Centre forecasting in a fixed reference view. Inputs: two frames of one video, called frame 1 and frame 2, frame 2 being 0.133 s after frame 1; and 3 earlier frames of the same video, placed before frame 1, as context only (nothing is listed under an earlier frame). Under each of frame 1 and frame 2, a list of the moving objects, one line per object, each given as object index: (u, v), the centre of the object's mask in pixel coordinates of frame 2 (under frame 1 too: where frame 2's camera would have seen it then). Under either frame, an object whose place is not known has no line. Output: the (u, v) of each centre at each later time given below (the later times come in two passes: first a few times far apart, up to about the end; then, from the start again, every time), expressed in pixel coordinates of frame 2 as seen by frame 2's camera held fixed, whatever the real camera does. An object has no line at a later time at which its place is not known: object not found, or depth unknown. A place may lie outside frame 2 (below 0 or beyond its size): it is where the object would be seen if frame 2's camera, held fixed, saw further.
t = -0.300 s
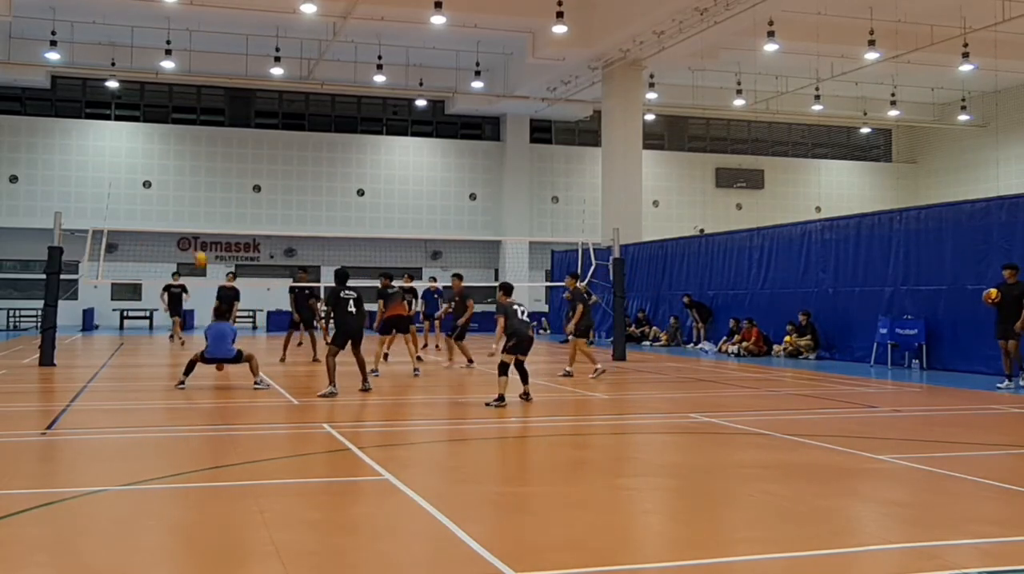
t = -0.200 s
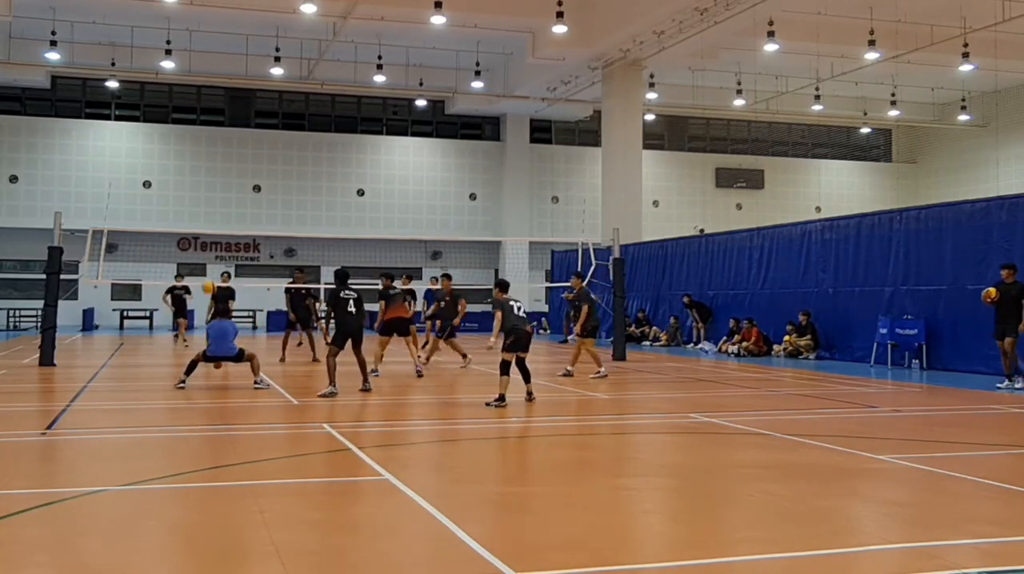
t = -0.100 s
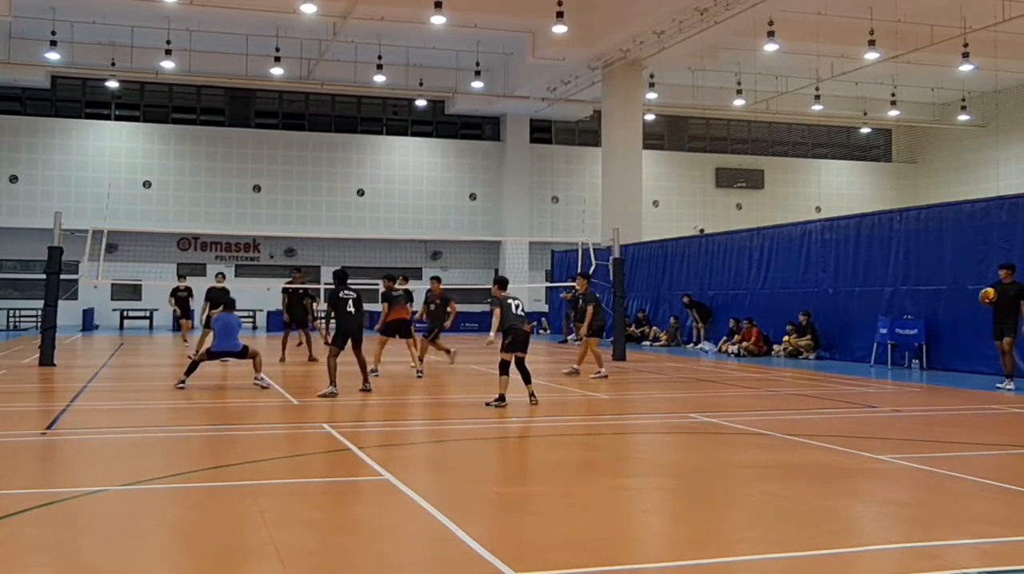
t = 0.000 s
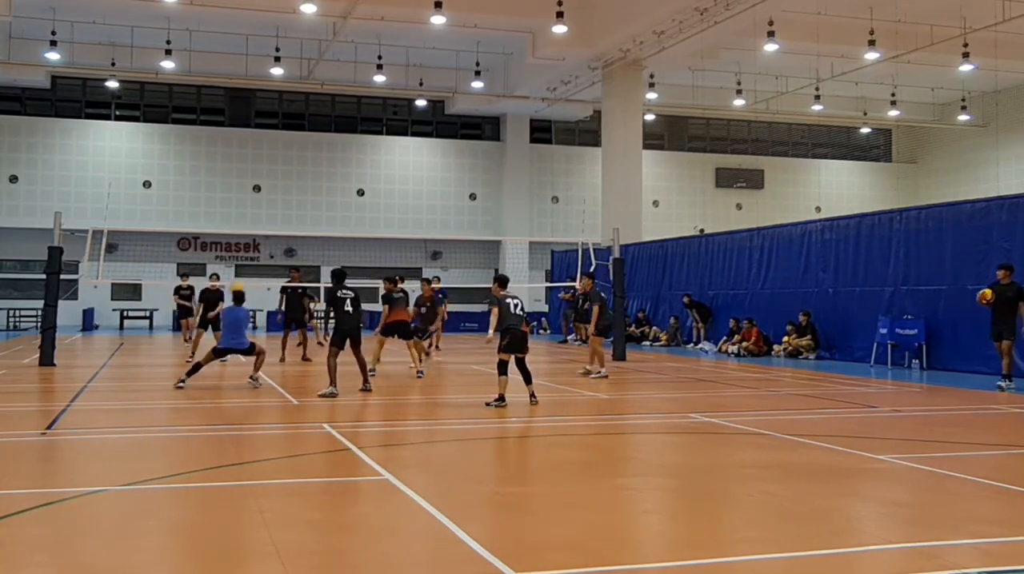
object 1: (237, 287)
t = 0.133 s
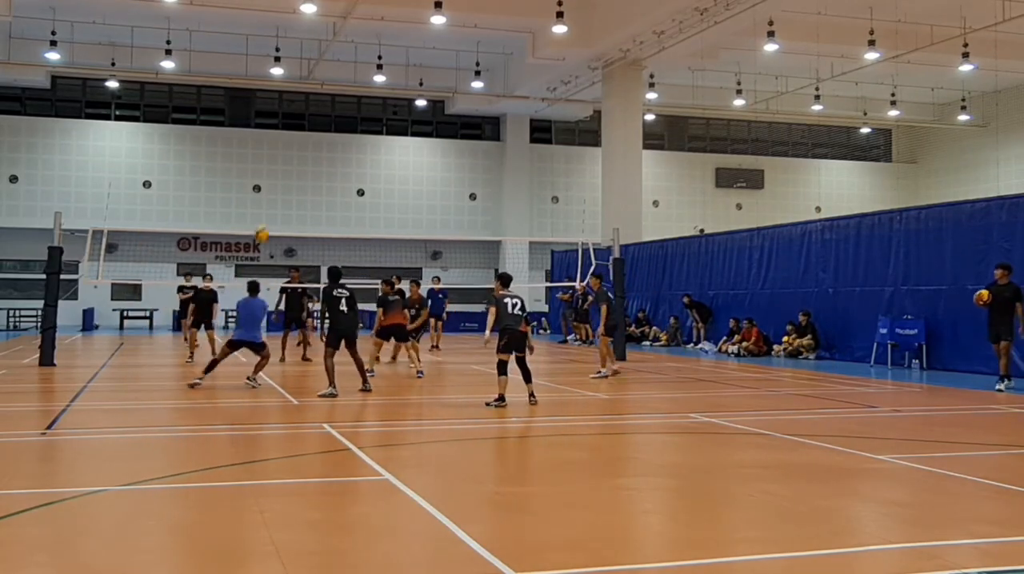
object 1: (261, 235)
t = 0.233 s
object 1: (279, 202)
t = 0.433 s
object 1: (312, 161)
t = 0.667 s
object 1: (344, 147)
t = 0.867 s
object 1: (369, 159)
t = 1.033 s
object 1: (388, 184)
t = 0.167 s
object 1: (267, 222)
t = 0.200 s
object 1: (274, 212)
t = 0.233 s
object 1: (279, 202)
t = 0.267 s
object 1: (286, 193)
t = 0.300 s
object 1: (291, 186)
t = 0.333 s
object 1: (296, 178)
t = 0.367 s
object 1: (301, 172)
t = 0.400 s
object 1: (306, 166)
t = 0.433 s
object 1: (312, 161)
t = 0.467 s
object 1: (316, 157)
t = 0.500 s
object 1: (321, 154)
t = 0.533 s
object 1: (327, 151)
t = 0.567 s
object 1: (331, 149)
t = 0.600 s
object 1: (335, 148)
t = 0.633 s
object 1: (340, 147)
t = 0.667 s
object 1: (344, 147)
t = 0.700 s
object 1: (349, 147)
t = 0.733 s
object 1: (353, 148)
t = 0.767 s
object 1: (357, 150)
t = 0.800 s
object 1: (361, 152)
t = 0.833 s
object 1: (365, 155)
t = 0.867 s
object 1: (369, 159)
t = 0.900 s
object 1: (373, 163)
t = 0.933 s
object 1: (377, 167)
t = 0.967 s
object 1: (381, 172)
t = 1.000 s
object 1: (385, 178)
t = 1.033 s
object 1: (388, 184)
